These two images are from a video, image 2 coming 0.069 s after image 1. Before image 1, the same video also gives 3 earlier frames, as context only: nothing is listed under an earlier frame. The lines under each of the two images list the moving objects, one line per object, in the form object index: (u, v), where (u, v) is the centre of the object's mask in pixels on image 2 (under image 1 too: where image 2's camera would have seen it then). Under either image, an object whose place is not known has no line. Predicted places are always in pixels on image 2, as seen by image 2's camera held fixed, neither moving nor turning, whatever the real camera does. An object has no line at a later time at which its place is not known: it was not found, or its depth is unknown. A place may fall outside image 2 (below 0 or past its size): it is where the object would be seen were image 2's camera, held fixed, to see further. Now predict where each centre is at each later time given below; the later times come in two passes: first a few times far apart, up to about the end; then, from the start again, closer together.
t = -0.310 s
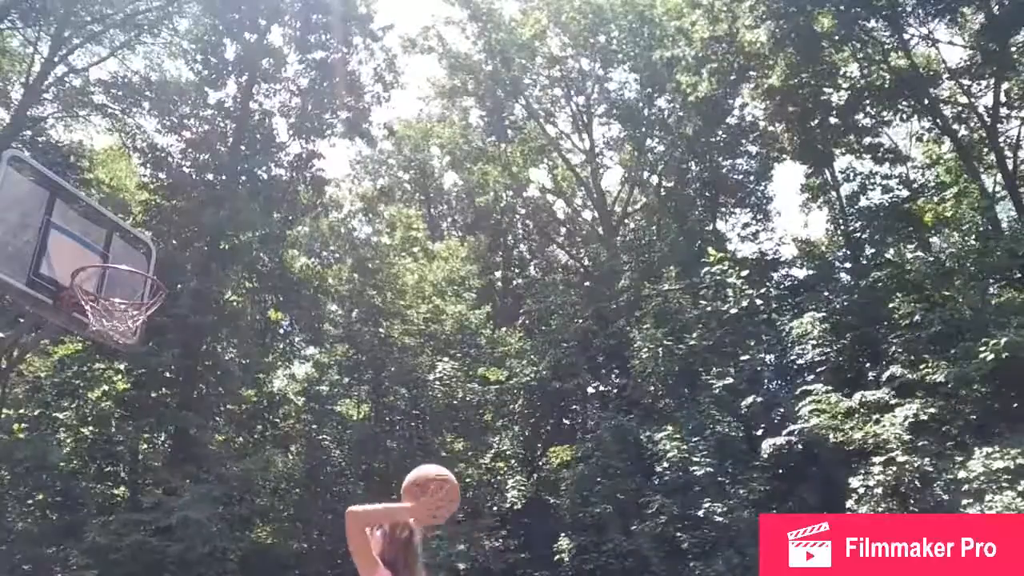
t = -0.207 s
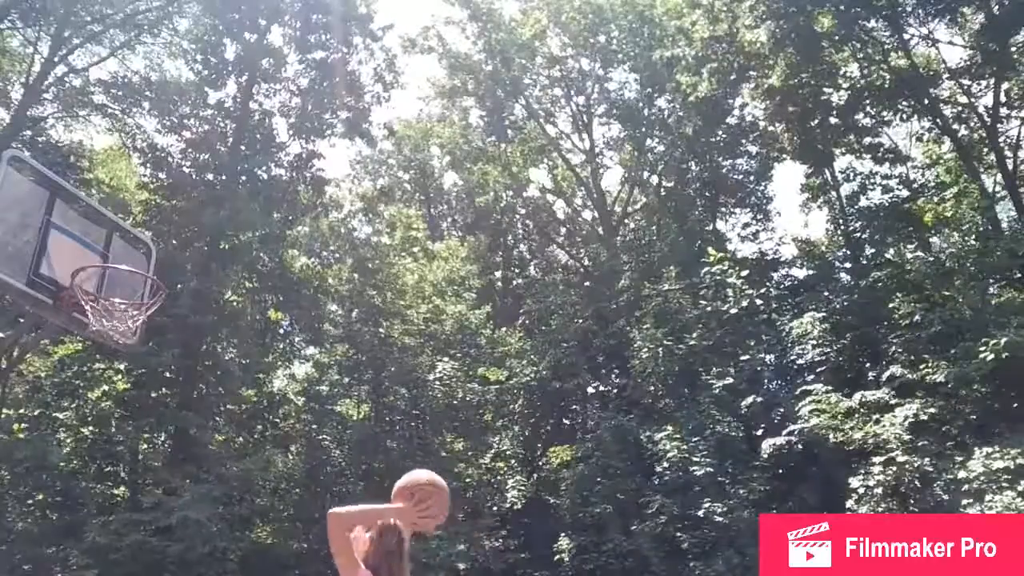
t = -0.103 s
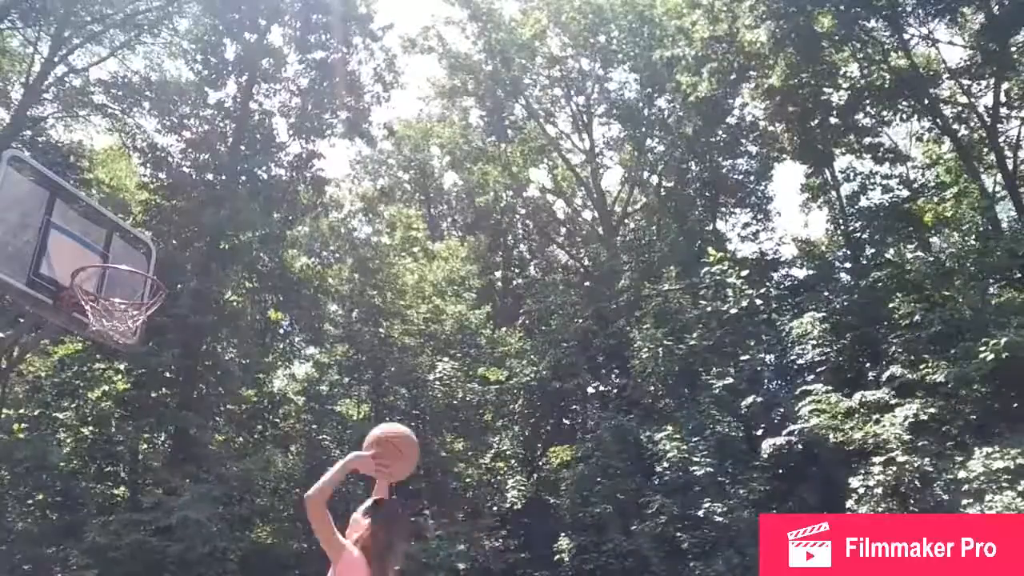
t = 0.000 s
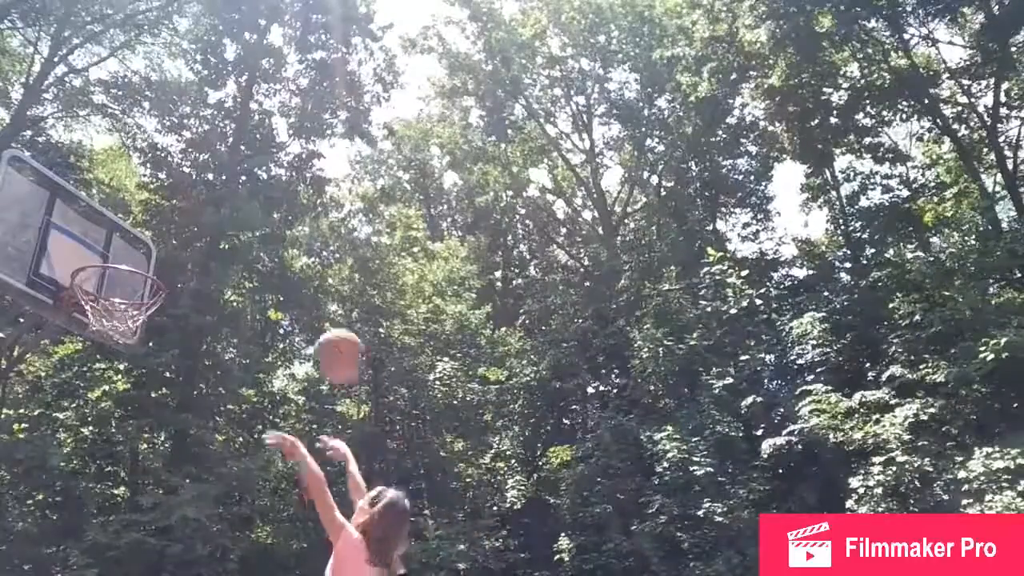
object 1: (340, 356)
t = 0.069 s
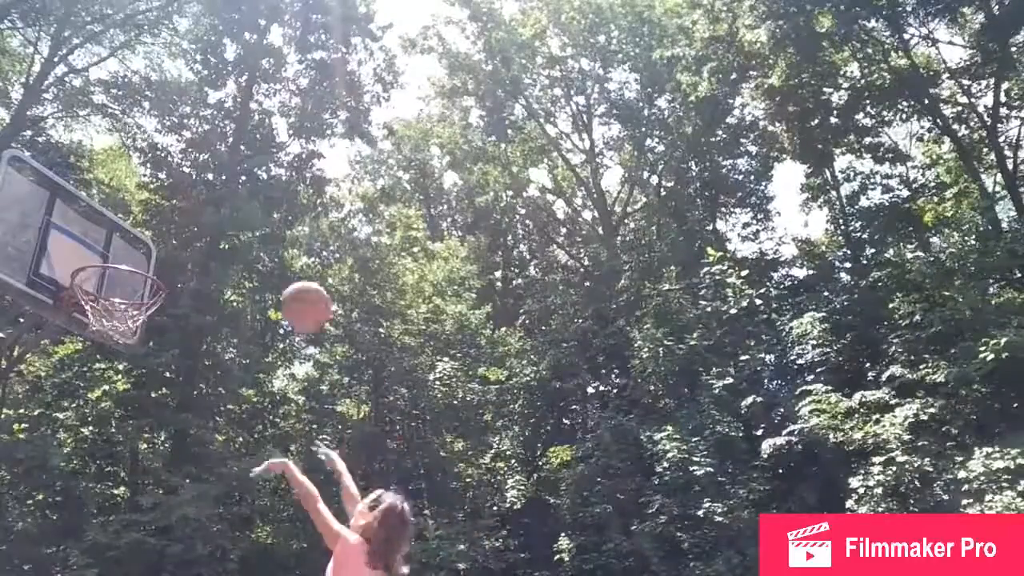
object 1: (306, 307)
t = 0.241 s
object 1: (230, 233)
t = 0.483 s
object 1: (137, 217)
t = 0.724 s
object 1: (135, 259)
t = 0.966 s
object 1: (84, 306)
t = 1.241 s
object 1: (113, 341)
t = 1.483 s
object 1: (131, 440)
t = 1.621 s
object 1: (140, 565)
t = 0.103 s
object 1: (287, 287)
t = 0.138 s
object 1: (274, 270)
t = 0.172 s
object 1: (259, 255)
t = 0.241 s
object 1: (230, 233)
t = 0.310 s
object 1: (203, 220)
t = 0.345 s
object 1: (190, 215)
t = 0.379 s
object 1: (177, 213)
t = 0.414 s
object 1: (163, 212)
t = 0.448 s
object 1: (150, 214)
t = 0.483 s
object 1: (137, 217)
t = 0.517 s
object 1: (124, 220)
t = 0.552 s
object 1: (111, 226)
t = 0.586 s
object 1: (102, 237)
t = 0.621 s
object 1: (112, 239)
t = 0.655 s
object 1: (120, 244)
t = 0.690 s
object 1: (125, 249)
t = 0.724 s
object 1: (135, 259)
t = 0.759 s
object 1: (145, 280)
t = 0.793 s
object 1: (136, 288)
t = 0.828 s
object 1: (120, 293)
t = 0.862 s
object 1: (107, 296)
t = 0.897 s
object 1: (94, 302)
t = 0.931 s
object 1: (86, 304)
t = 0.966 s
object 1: (84, 306)
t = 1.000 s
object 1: (83, 307)
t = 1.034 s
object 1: (87, 310)
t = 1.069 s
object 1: (90, 312)
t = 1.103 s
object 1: (95, 315)
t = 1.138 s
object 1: (98, 321)
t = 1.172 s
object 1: (99, 325)
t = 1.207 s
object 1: (107, 334)
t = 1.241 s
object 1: (113, 341)
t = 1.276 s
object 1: (117, 349)
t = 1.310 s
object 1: (120, 361)
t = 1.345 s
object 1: (124, 373)
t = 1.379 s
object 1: (126, 387)
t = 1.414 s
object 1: (128, 403)
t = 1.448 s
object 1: (130, 420)
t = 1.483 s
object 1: (131, 440)
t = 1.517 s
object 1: (133, 463)
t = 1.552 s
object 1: (135, 488)
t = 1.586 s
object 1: (138, 545)
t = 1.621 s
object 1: (140, 565)
